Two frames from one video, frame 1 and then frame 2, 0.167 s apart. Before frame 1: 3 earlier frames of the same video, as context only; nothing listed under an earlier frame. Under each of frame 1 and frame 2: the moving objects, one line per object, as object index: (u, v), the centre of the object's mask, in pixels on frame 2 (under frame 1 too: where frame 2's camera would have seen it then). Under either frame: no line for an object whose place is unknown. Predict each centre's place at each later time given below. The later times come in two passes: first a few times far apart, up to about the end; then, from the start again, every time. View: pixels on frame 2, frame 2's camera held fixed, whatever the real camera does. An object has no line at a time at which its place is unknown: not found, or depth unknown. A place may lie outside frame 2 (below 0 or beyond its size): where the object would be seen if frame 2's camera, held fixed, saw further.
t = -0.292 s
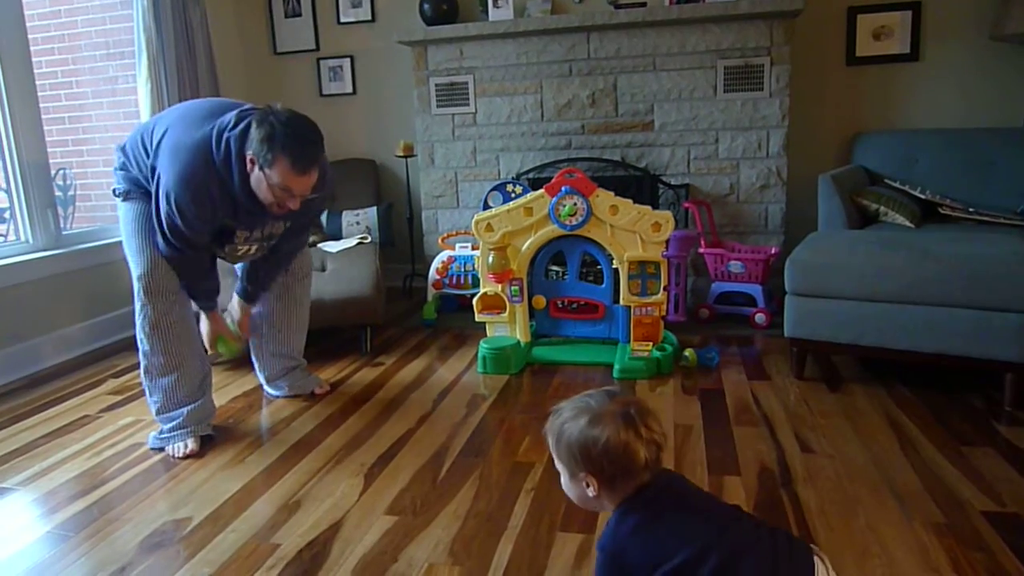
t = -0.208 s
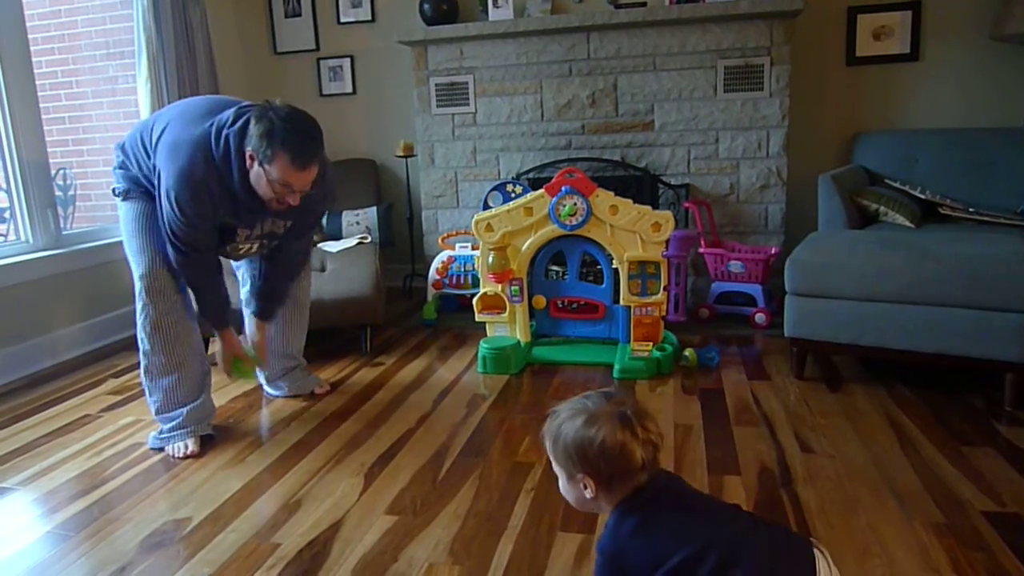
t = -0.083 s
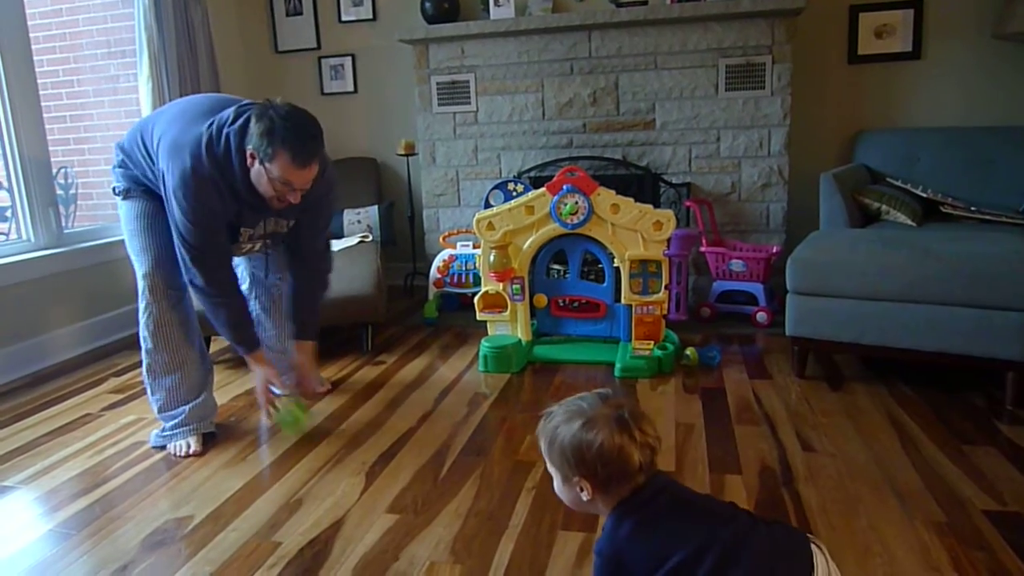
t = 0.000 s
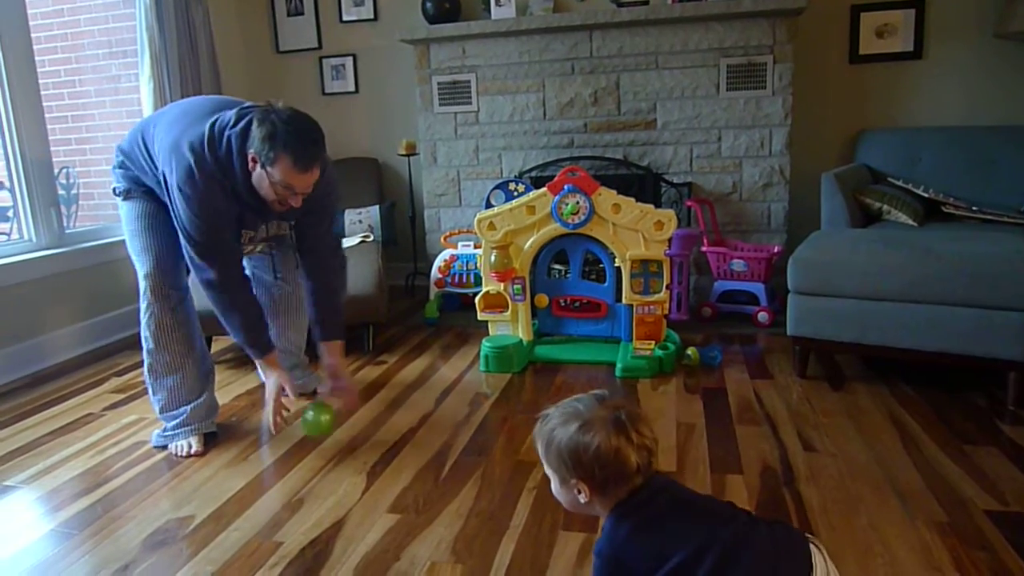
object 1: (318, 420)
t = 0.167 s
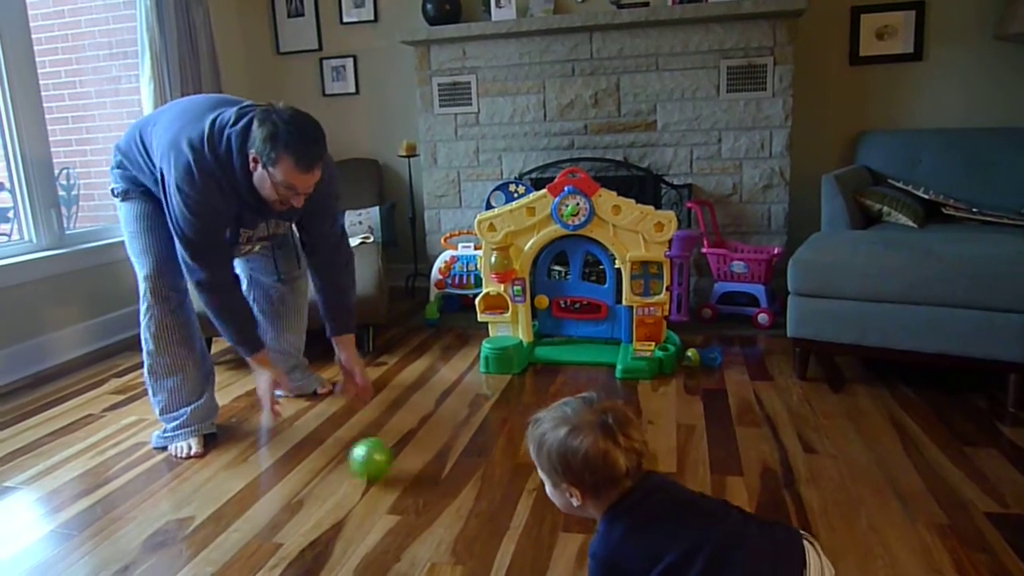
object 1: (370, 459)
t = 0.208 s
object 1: (382, 461)
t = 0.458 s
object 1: (485, 529)
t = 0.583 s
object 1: (543, 556)
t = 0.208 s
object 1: (382, 461)
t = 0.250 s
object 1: (398, 471)
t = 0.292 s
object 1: (415, 489)
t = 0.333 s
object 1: (431, 495)
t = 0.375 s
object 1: (447, 503)
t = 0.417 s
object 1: (465, 518)
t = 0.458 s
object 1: (485, 529)
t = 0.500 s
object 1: (504, 543)
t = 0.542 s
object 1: (524, 550)
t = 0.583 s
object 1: (543, 556)
